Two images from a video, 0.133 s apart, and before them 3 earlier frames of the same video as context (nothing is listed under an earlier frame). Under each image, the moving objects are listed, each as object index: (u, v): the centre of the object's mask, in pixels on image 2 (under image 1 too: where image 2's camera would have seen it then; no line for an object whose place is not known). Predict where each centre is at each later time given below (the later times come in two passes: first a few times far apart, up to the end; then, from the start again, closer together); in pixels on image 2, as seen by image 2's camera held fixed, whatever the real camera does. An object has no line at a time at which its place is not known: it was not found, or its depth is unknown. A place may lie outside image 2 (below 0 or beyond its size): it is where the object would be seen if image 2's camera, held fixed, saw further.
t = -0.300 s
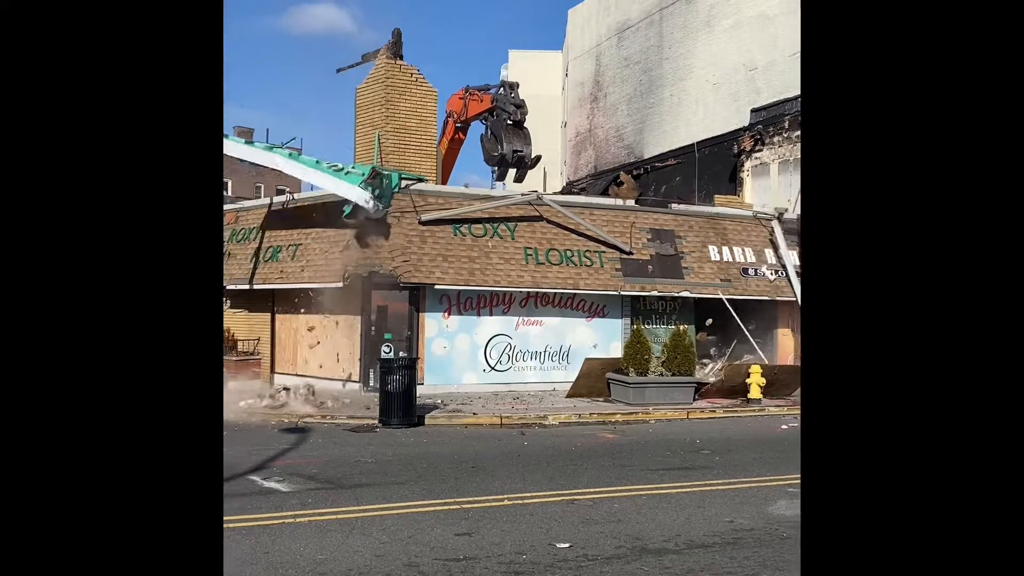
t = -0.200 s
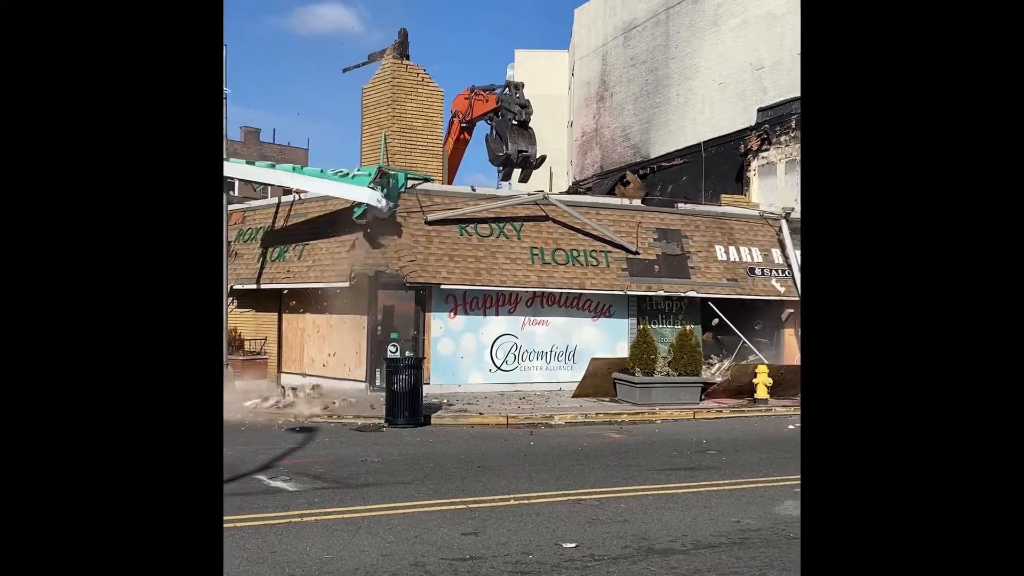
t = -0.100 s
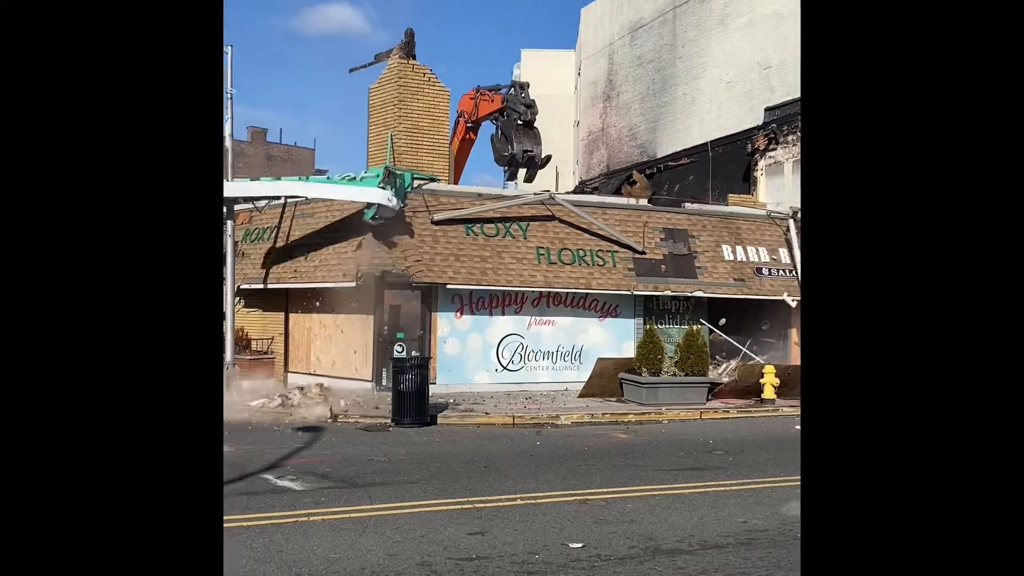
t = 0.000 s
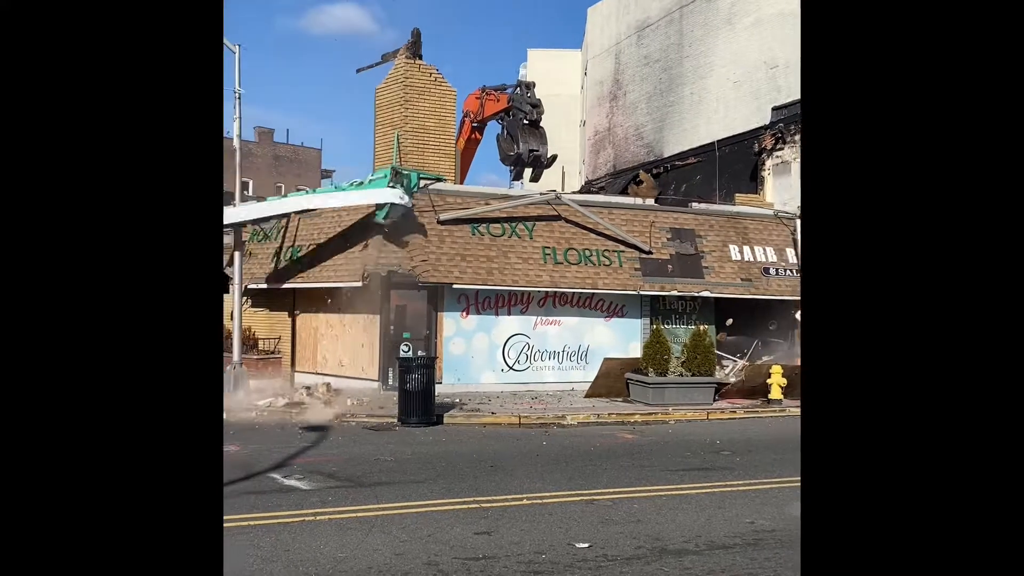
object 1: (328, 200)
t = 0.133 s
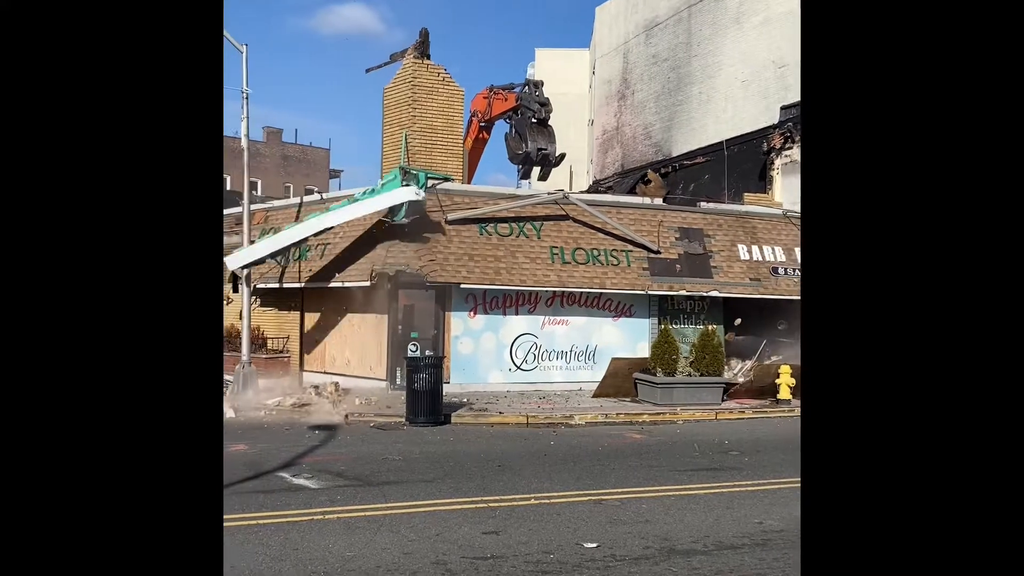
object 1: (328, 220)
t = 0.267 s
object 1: (343, 237)
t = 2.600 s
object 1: (362, 260)
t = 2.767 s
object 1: (361, 258)
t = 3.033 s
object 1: (369, 261)
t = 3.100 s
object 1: (371, 262)
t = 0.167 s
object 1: (332, 224)
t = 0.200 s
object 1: (335, 228)
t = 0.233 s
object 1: (339, 232)
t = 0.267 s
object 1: (343, 237)
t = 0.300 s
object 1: (348, 241)
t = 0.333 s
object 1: (353, 244)
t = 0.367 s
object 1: (360, 245)
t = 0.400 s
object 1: (363, 250)
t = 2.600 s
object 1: (362, 260)
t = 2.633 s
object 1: (361, 260)
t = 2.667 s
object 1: (361, 259)
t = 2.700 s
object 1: (361, 259)
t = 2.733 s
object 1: (361, 259)
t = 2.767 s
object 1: (361, 258)
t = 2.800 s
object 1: (362, 258)
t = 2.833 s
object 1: (362, 258)
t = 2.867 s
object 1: (363, 258)
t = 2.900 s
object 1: (364, 259)
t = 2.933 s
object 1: (365, 259)
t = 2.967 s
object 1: (366, 260)
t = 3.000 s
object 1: (367, 261)
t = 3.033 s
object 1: (369, 261)
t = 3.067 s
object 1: (370, 262)
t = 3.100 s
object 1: (371, 262)
